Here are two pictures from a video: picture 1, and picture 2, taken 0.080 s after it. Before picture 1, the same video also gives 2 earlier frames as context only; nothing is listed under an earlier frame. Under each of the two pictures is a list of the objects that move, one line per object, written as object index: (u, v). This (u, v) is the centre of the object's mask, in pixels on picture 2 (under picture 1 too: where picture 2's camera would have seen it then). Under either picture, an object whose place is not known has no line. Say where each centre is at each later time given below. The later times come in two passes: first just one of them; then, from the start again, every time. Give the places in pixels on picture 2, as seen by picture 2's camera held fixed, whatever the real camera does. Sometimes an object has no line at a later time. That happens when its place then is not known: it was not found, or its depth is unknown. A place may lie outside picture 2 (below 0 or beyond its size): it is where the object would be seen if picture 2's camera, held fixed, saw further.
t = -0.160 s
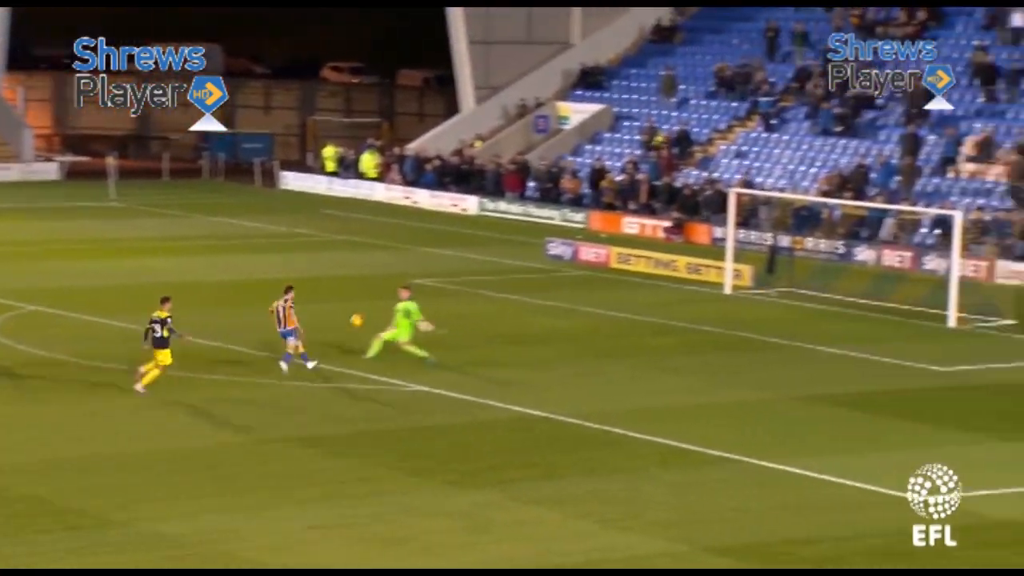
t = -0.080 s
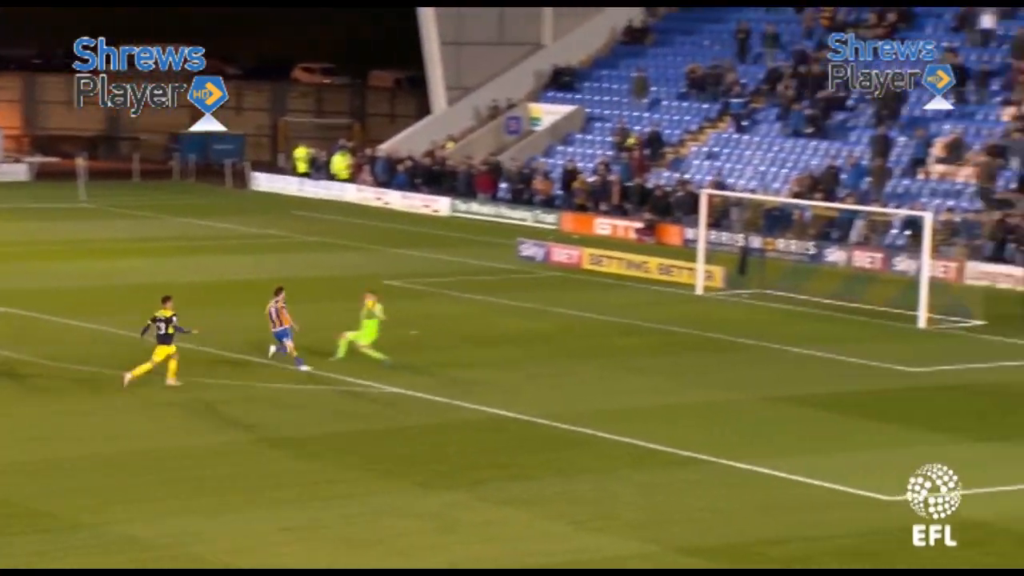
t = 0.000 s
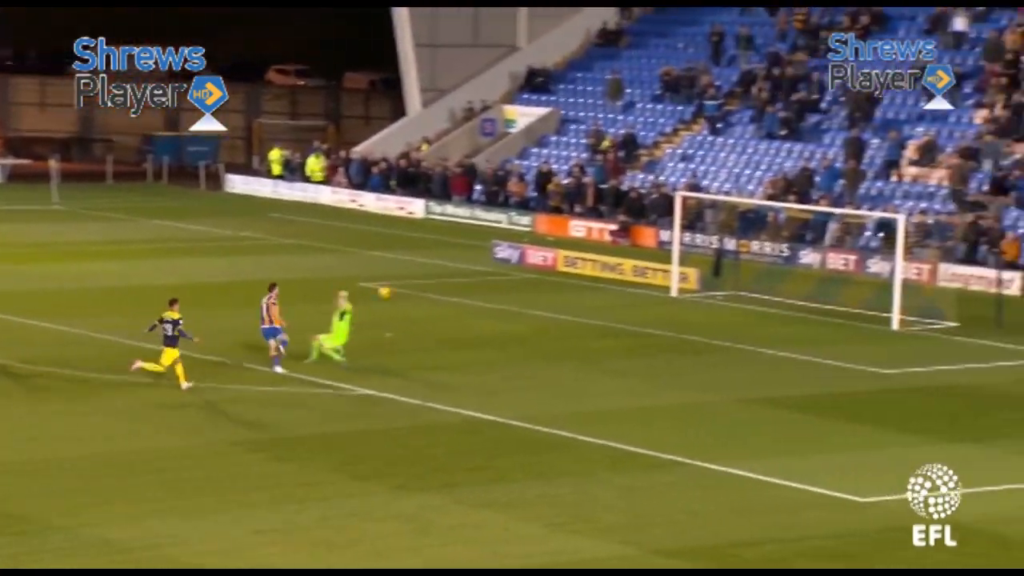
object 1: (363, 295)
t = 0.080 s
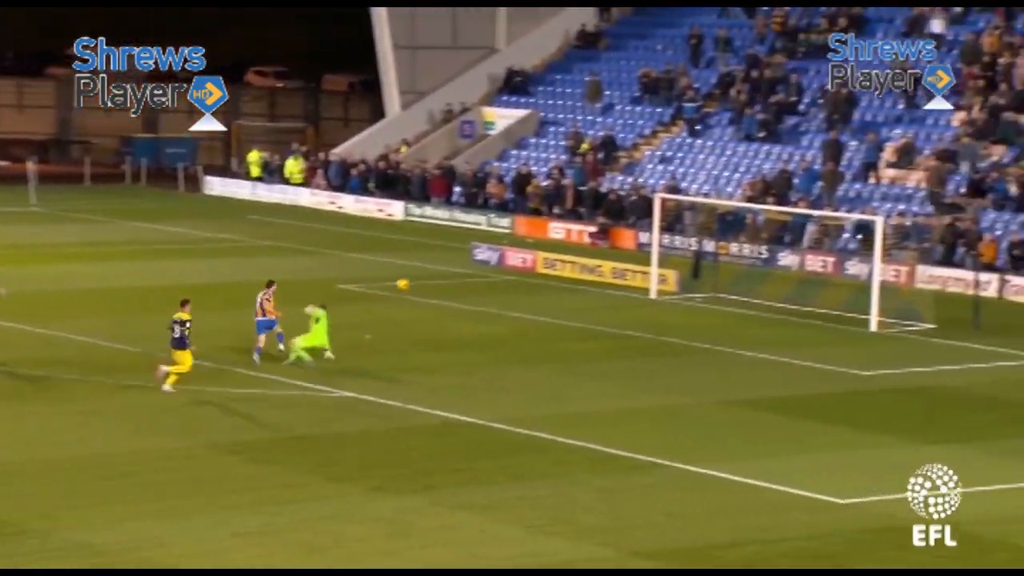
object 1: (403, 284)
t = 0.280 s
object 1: (493, 274)
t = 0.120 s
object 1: (421, 281)
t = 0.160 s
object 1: (439, 278)
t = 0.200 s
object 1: (458, 275)
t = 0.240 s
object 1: (475, 274)
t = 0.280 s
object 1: (493, 274)
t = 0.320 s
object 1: (510, 274)
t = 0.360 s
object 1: (528, 276)
